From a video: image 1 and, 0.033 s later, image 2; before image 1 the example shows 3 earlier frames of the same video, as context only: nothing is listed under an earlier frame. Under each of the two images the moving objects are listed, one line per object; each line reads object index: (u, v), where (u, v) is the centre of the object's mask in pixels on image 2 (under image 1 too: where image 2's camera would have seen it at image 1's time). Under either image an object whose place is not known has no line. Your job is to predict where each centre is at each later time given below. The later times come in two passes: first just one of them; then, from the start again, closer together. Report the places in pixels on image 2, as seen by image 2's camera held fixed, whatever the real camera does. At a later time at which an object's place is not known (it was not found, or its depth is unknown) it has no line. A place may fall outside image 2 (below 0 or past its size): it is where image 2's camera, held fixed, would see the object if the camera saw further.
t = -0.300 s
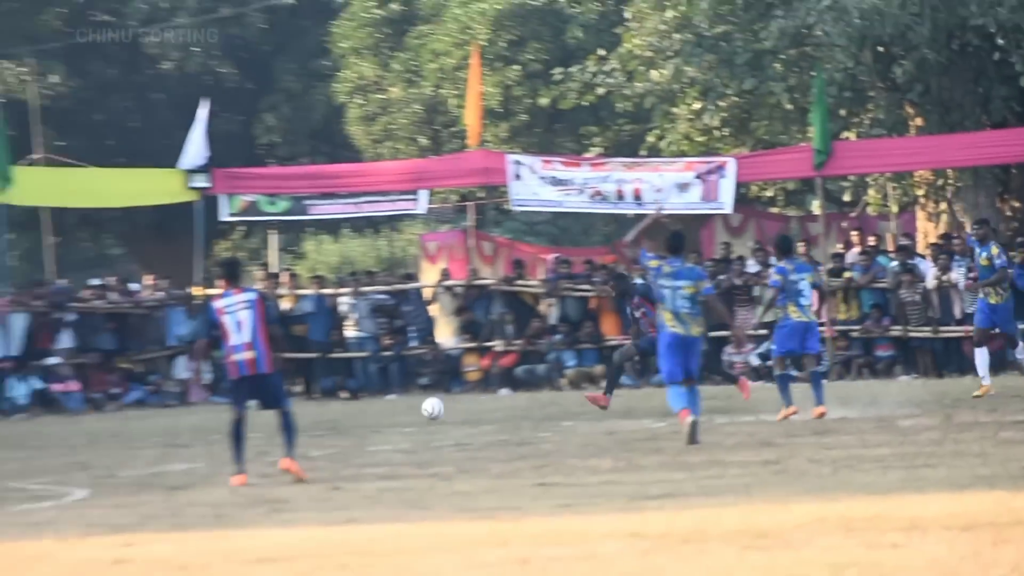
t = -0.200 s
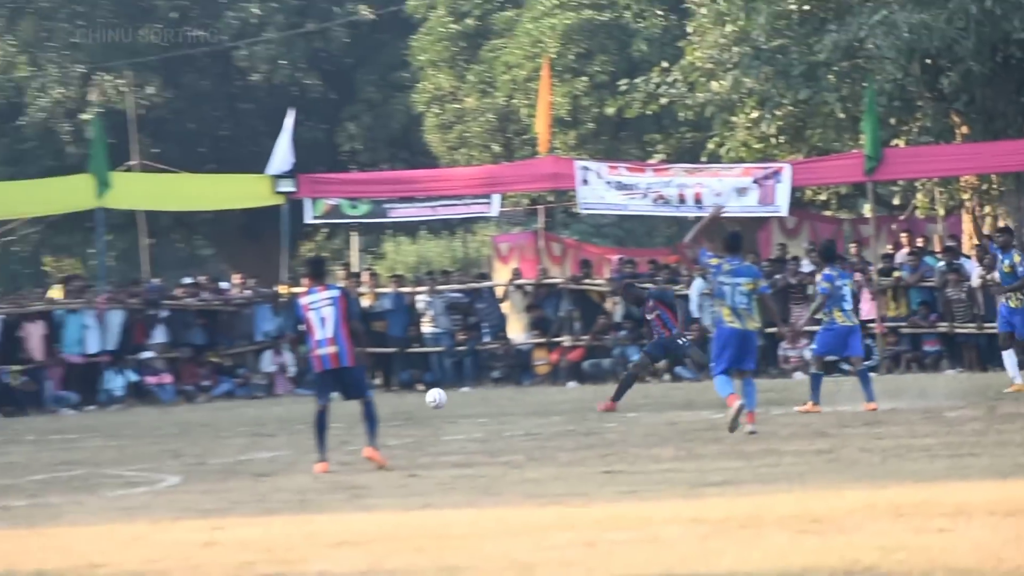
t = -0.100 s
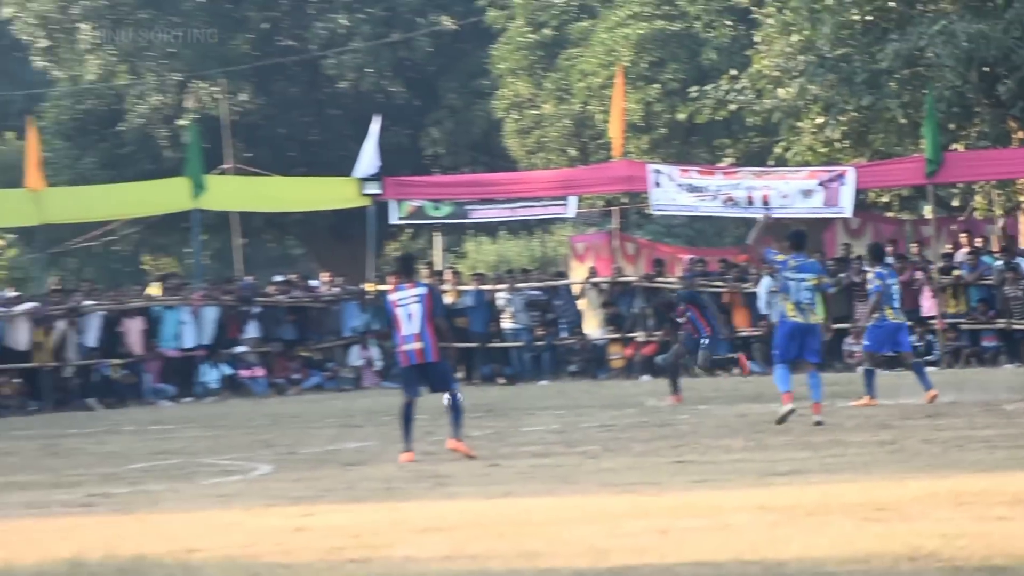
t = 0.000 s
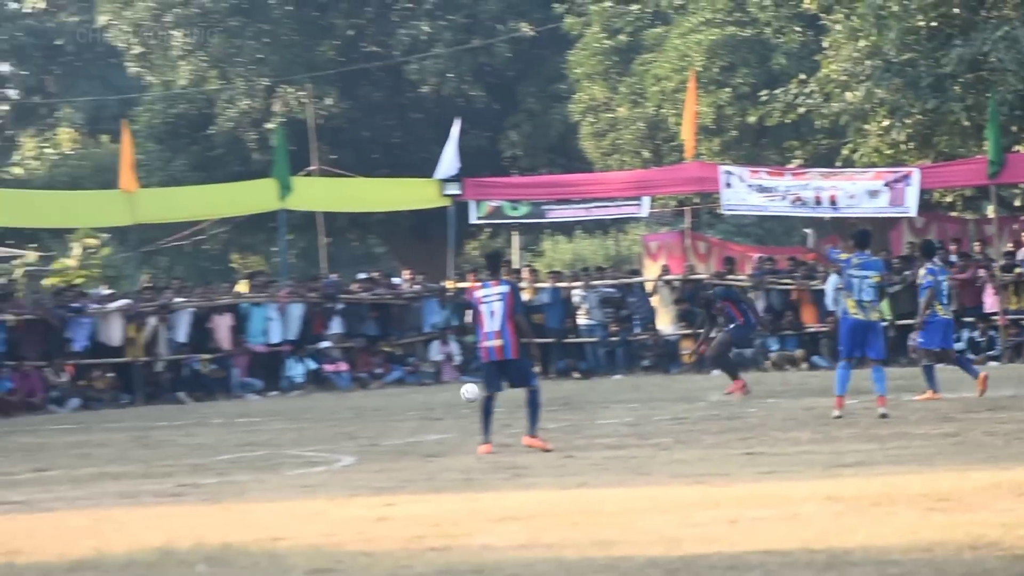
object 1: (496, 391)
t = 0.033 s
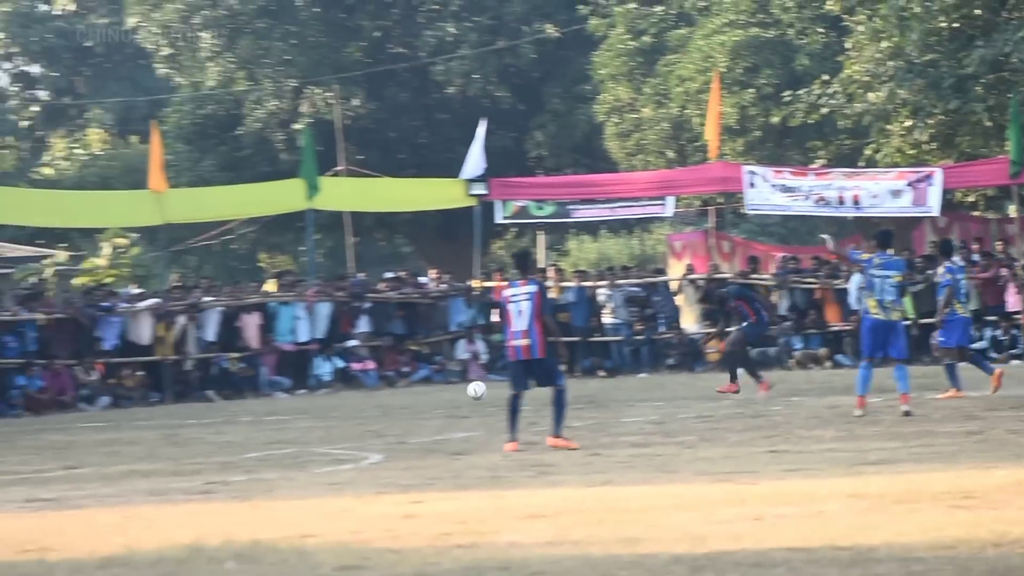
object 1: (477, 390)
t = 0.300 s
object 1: (326, 399)
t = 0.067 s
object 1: (457, 390)
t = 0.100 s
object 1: (438, 391)
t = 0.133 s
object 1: (419, 394)
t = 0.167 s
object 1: (400, 399)
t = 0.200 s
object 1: (381, 404)
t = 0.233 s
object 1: (362, 403)
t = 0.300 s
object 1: (326, 399)
